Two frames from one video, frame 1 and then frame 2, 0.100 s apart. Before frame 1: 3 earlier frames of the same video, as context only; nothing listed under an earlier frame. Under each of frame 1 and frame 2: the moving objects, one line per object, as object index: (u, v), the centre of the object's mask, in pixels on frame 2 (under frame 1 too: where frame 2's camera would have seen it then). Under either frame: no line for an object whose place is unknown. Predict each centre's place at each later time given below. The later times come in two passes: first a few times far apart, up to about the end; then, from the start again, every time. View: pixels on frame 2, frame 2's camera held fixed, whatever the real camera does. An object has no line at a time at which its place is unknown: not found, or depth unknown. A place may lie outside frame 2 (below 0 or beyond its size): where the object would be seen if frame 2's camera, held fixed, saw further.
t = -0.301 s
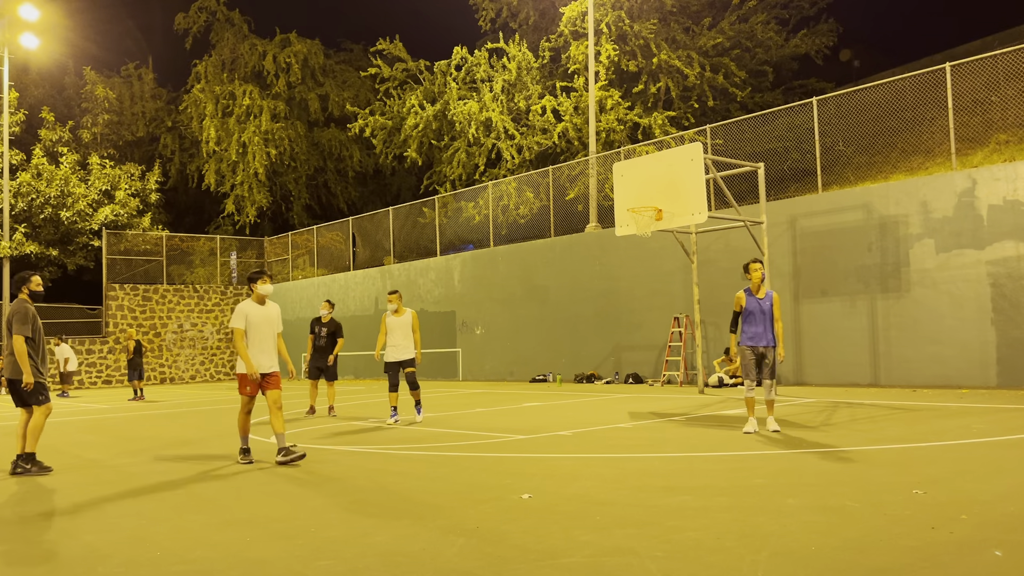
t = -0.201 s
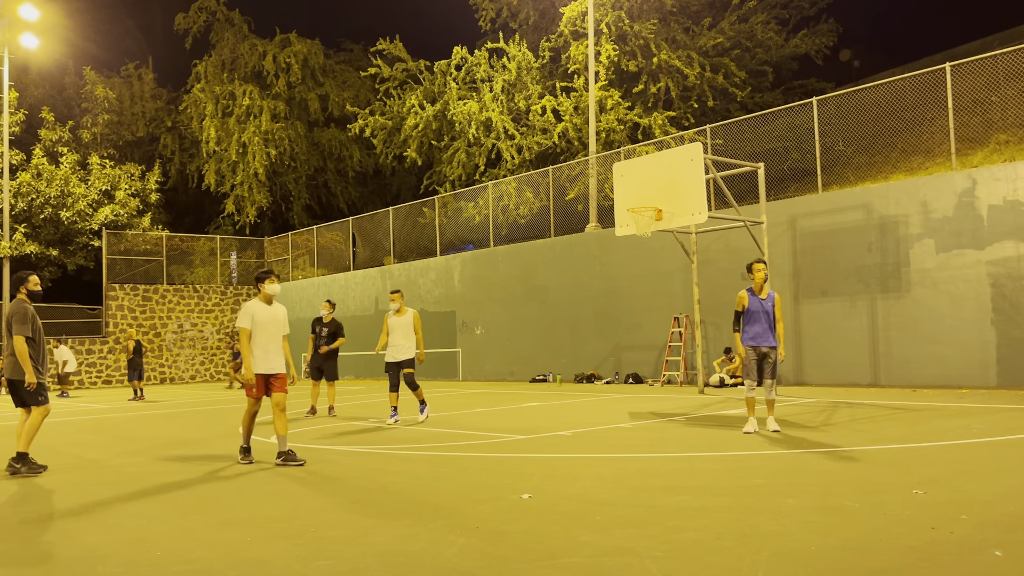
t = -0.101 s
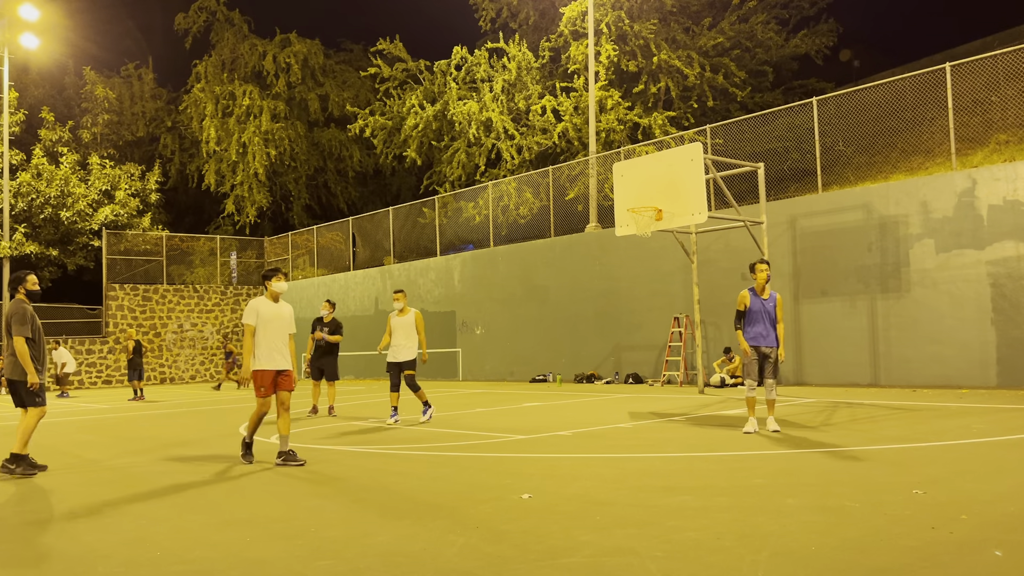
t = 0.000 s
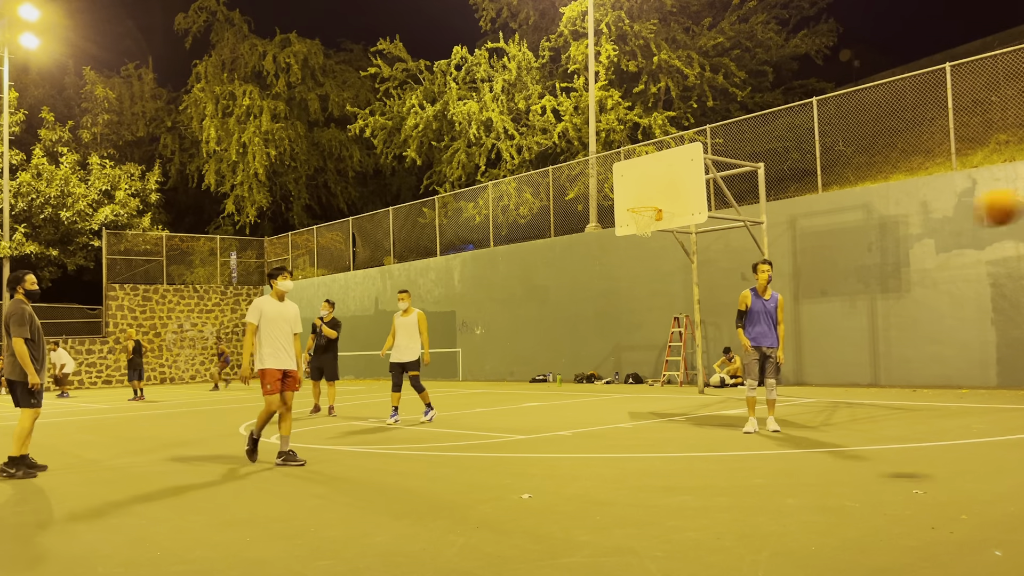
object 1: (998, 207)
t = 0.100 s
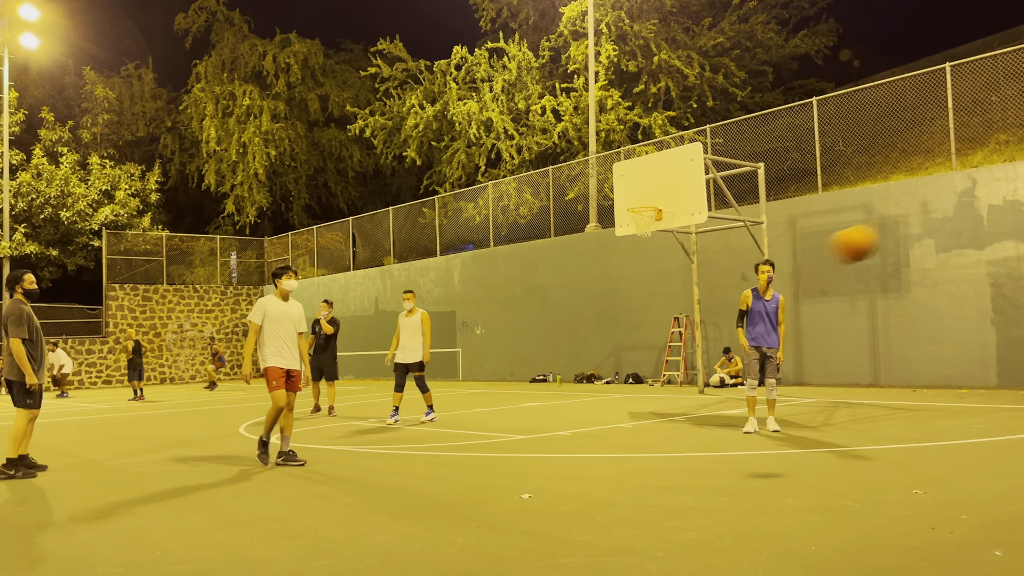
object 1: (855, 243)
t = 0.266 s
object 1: (645, 330)
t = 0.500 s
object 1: (418, 440)
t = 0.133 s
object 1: (810, 258)
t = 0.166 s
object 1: (767, 274)
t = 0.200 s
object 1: (725, 291)
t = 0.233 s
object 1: (685, 310)
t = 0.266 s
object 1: (645, 330)
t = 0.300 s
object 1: (607, 351)
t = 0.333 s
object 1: (572, 371)
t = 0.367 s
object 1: (536, 394)
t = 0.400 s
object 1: (501, 419)
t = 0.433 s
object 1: (467, 446)
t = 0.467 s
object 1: (437, 463)
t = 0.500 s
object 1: (418, 440)
